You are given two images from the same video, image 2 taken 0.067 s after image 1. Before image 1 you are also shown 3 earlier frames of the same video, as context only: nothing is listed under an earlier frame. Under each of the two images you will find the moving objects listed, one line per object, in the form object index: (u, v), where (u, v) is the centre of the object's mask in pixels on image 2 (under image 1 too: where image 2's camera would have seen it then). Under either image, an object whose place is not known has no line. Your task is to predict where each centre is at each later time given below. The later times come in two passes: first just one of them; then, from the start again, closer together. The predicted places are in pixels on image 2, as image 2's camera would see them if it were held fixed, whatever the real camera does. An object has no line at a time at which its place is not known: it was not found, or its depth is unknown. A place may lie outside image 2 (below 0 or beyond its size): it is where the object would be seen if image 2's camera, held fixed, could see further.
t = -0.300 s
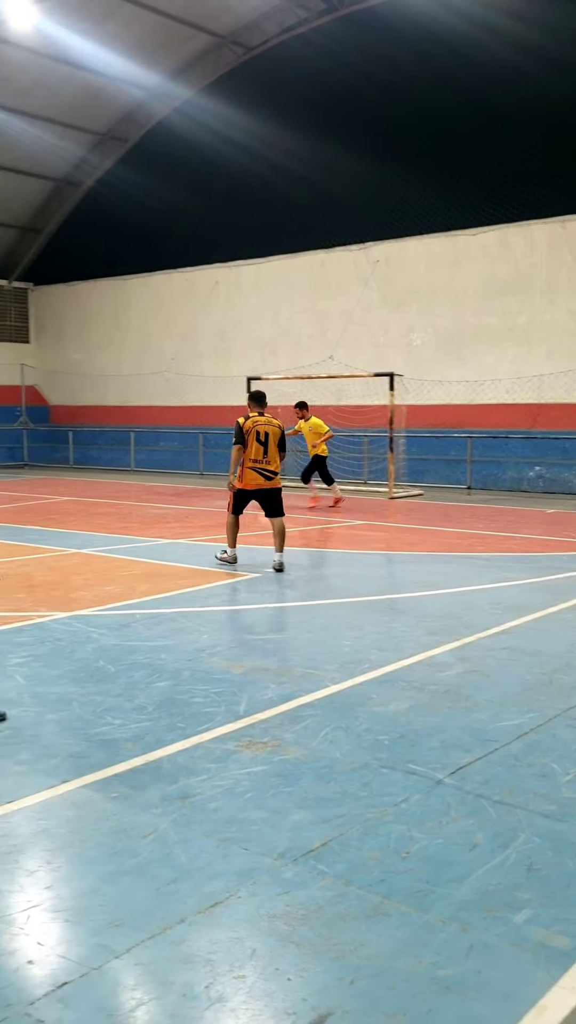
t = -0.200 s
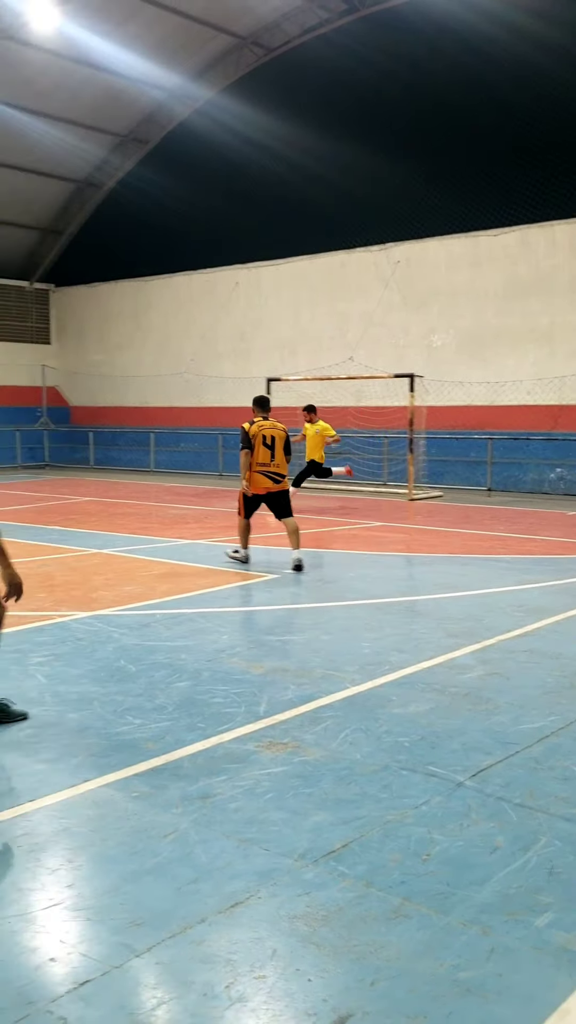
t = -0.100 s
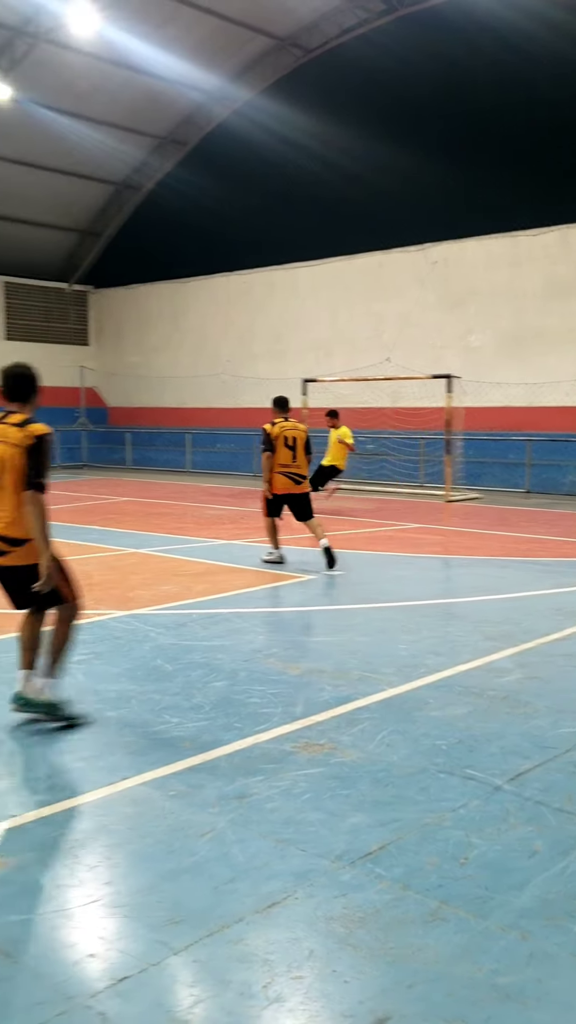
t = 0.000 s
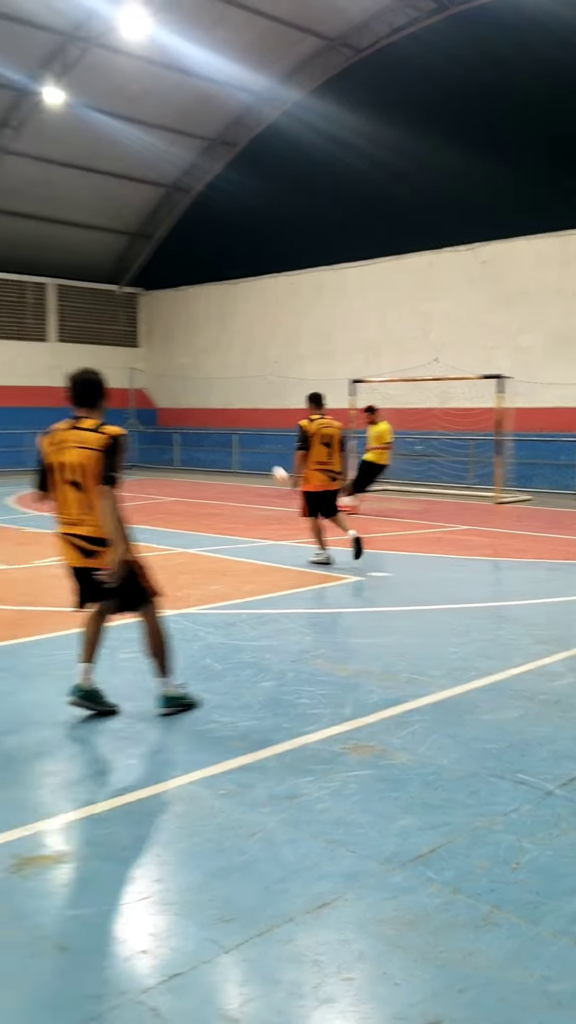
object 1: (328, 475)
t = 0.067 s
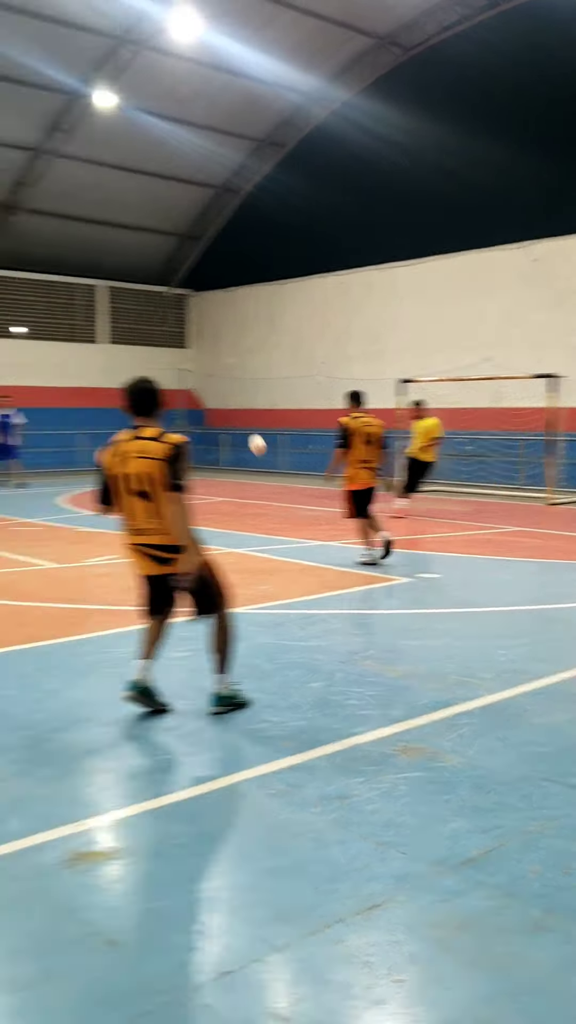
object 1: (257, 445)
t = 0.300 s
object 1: (-87, 312)
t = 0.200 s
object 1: (83, 372)
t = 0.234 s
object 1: (32, 352)
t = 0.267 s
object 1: (-26, 333)
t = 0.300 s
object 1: (-87, 312)
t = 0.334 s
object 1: (-154, 289)
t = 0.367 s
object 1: (-228, 263)
